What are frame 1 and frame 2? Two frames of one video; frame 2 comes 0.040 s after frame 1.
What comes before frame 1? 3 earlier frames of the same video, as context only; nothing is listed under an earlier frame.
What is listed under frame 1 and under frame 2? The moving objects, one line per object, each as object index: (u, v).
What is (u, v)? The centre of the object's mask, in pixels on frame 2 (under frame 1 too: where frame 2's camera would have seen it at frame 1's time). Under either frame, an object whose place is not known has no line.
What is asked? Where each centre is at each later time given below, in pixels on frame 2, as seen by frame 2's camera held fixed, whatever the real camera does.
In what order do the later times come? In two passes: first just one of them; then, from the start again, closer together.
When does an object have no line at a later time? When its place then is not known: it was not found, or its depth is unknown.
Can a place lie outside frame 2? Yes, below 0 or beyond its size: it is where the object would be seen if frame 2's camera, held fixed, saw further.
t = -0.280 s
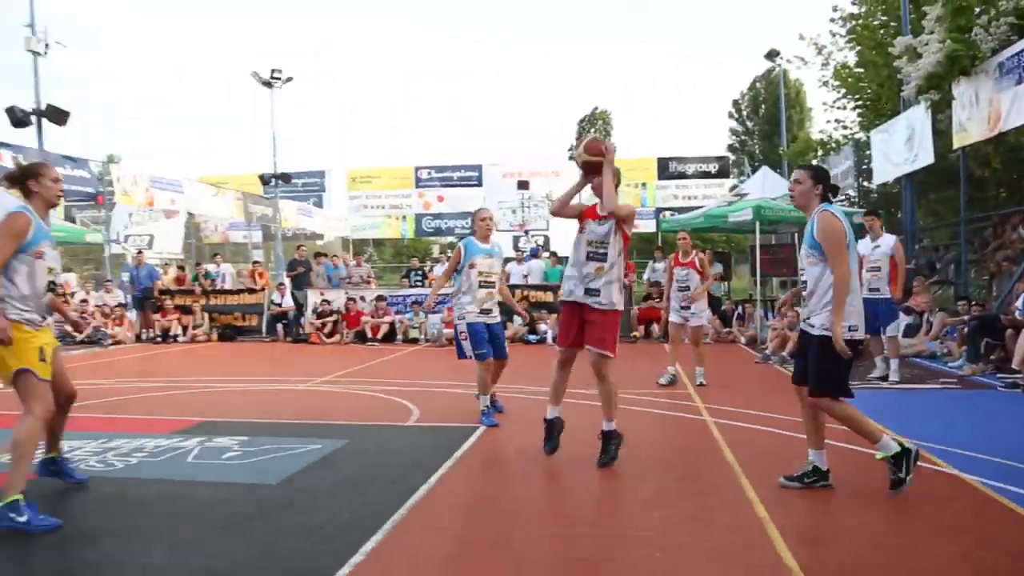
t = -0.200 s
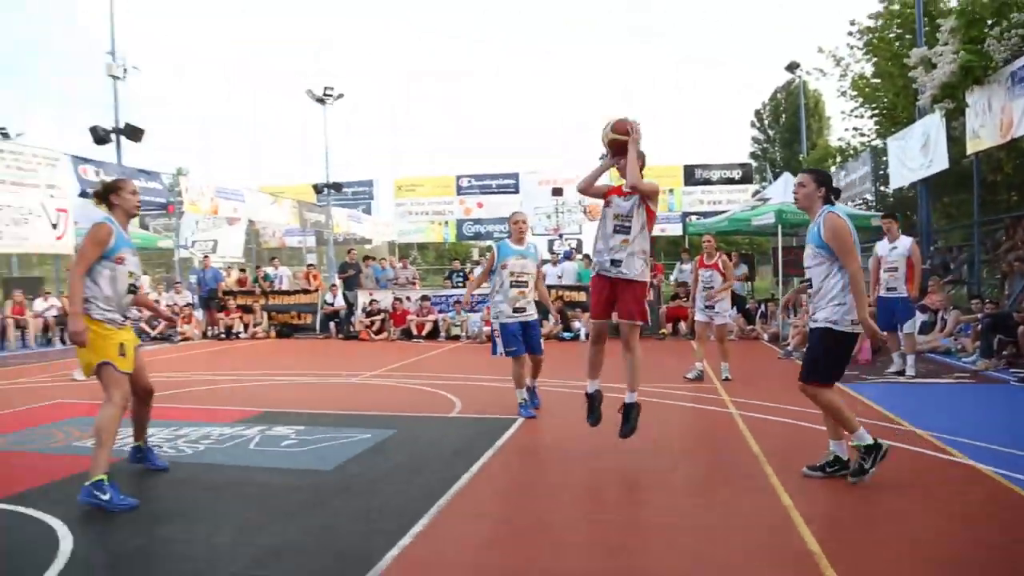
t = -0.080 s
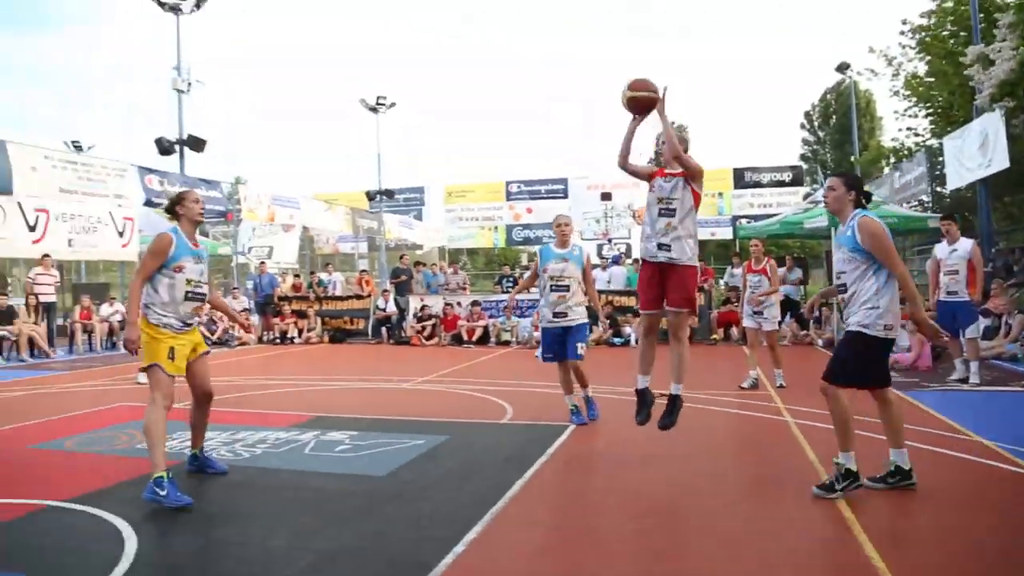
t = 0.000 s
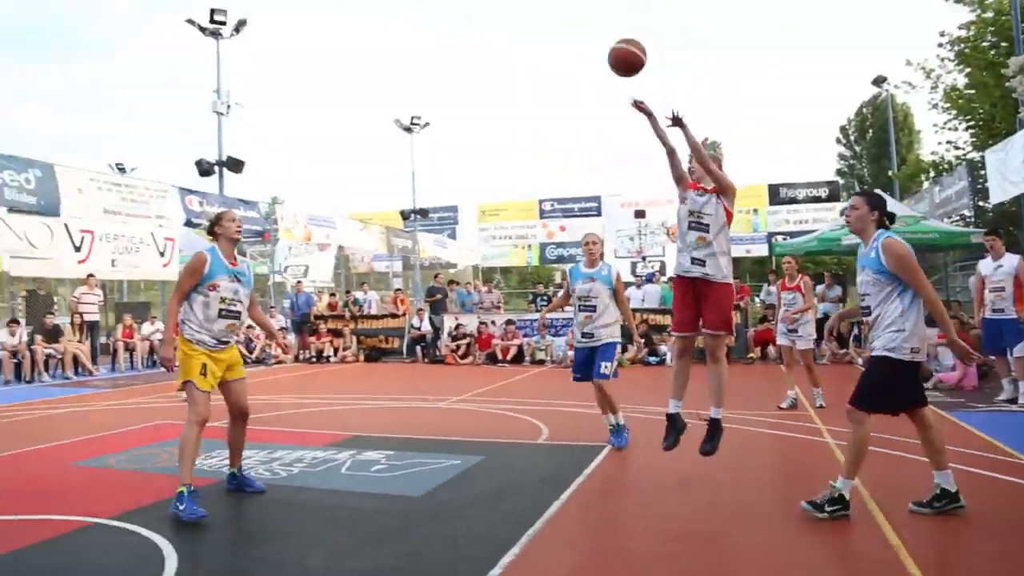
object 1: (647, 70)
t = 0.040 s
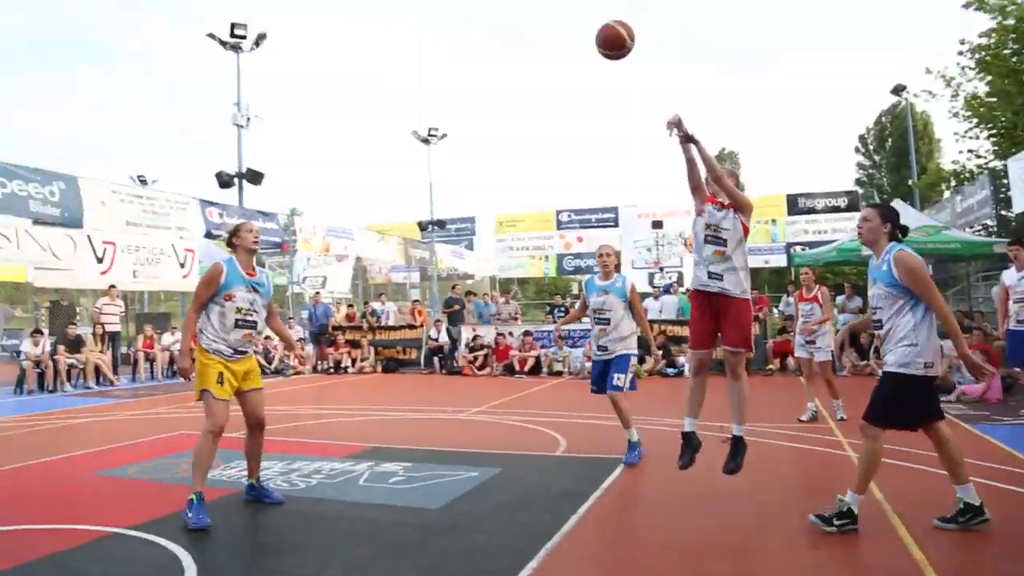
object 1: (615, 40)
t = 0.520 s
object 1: (190, -133)
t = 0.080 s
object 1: (582, 11)
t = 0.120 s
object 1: (550, -13)
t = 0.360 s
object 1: (344, -116)
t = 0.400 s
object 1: (308, -124)
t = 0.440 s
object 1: (271, -130)
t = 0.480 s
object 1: (231, -133)
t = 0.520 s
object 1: (190, -133)
